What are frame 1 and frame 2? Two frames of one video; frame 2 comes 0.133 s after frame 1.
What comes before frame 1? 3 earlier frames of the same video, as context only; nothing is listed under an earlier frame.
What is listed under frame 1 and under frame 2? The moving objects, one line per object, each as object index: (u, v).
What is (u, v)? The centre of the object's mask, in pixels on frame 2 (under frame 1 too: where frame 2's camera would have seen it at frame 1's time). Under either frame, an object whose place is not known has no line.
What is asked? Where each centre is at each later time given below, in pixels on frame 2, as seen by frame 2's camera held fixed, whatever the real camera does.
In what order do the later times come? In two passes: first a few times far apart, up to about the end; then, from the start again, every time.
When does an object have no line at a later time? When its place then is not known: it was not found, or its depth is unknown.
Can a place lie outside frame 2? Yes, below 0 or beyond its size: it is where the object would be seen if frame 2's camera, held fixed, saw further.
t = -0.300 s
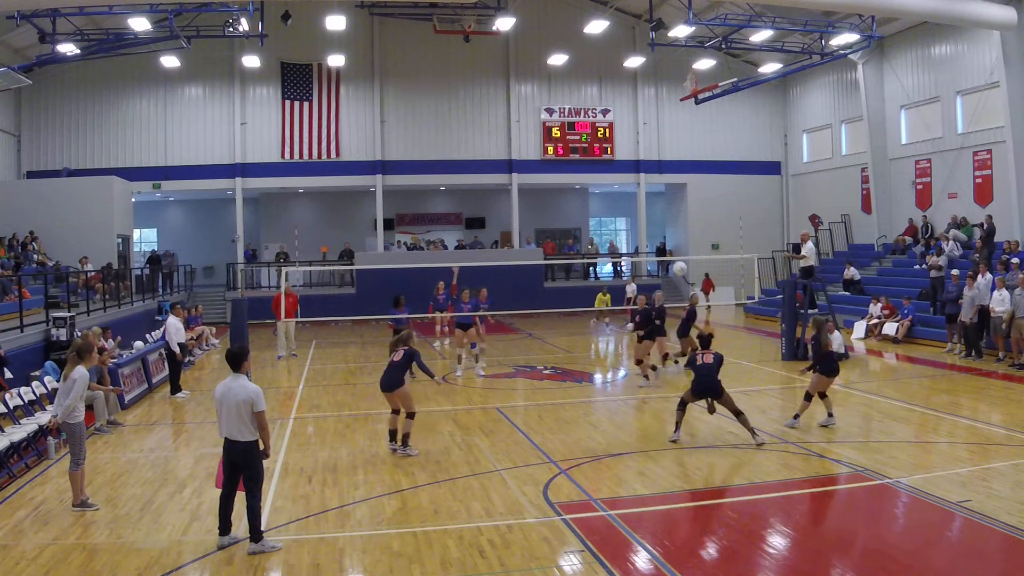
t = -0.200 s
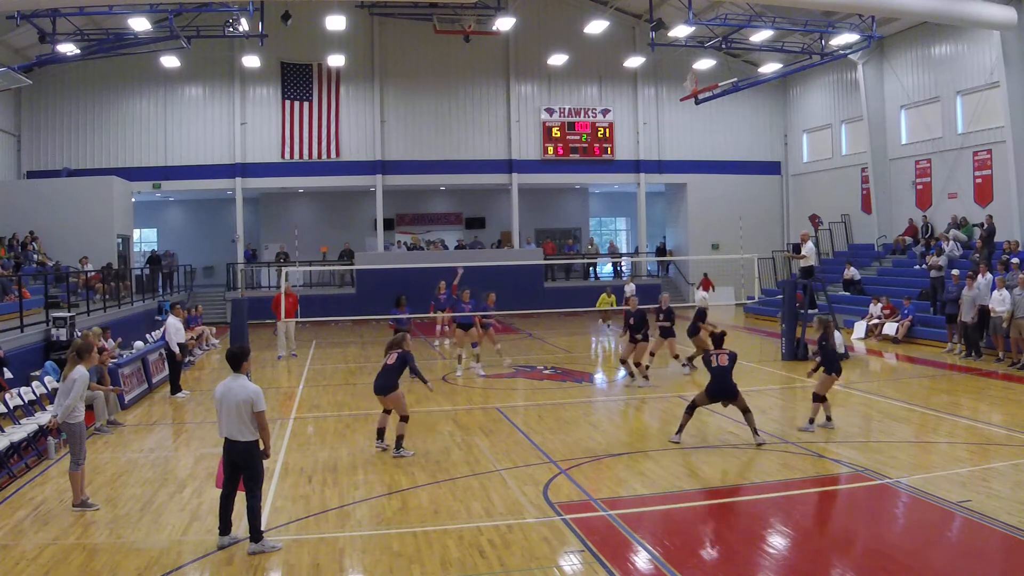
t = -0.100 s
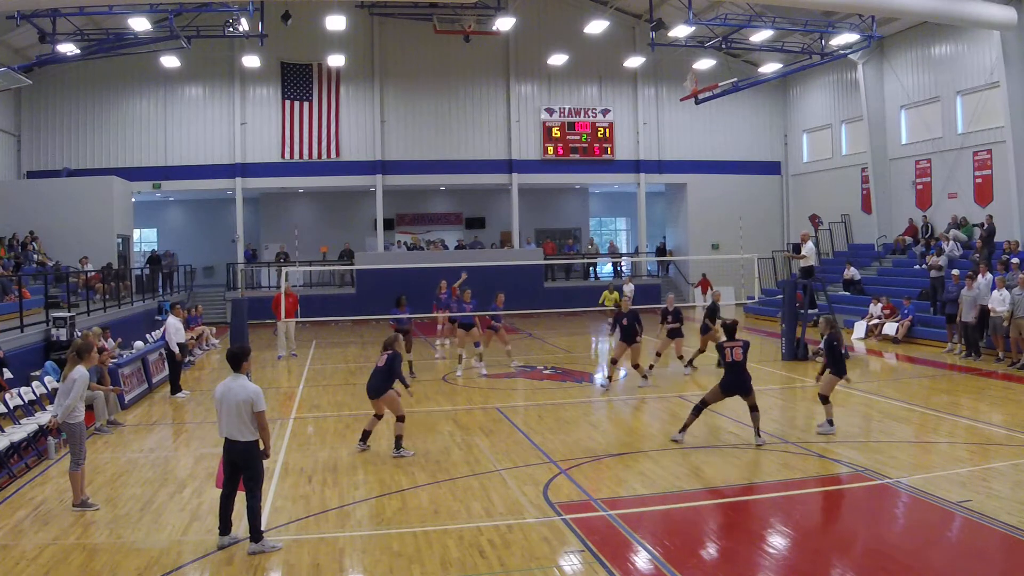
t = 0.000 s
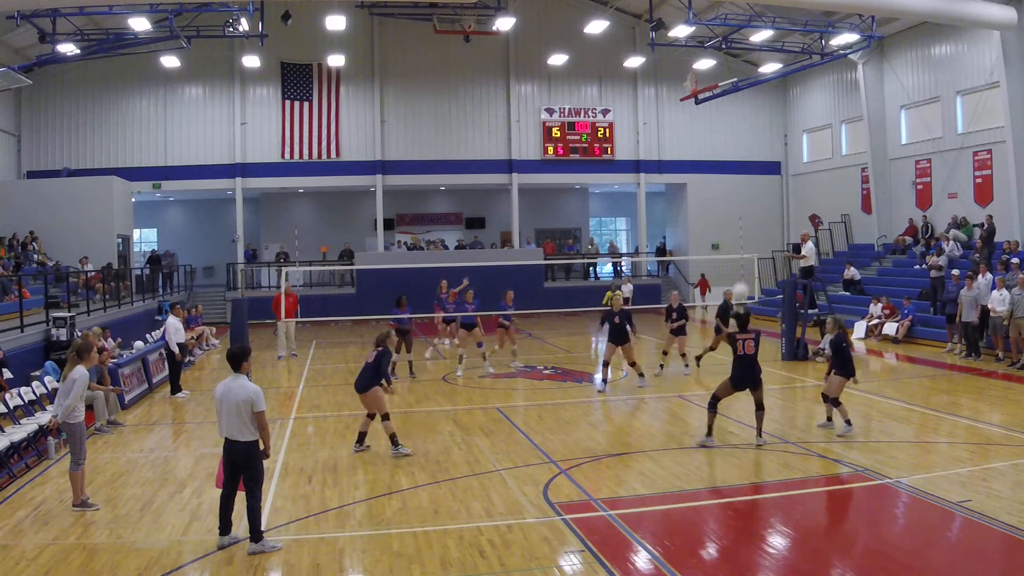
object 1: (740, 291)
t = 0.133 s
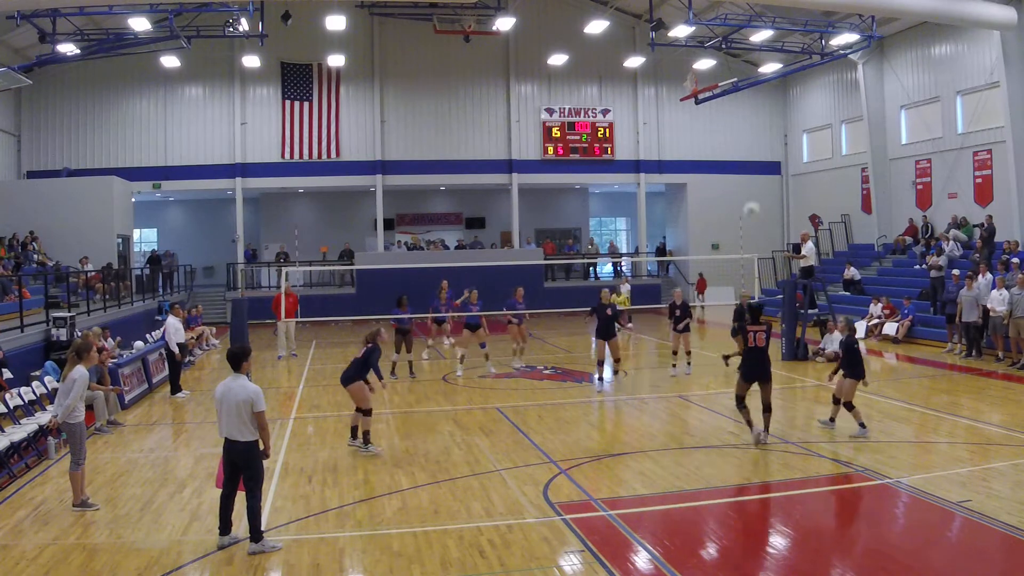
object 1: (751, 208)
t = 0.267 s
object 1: (762, 145)
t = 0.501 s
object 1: (781, 68)
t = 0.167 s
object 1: (754, 192)
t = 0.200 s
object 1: (757, 174)
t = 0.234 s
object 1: (759, 161)
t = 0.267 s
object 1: (762, 145)
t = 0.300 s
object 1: (765, 131)
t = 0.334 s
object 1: (768, 118)
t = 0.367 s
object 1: (770, 106)
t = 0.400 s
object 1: (773, 95)
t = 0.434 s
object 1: (775, 85)
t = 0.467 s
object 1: (778, 77)
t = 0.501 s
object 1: (781, 68)
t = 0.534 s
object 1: (784, 60)
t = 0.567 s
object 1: (785, 53)
